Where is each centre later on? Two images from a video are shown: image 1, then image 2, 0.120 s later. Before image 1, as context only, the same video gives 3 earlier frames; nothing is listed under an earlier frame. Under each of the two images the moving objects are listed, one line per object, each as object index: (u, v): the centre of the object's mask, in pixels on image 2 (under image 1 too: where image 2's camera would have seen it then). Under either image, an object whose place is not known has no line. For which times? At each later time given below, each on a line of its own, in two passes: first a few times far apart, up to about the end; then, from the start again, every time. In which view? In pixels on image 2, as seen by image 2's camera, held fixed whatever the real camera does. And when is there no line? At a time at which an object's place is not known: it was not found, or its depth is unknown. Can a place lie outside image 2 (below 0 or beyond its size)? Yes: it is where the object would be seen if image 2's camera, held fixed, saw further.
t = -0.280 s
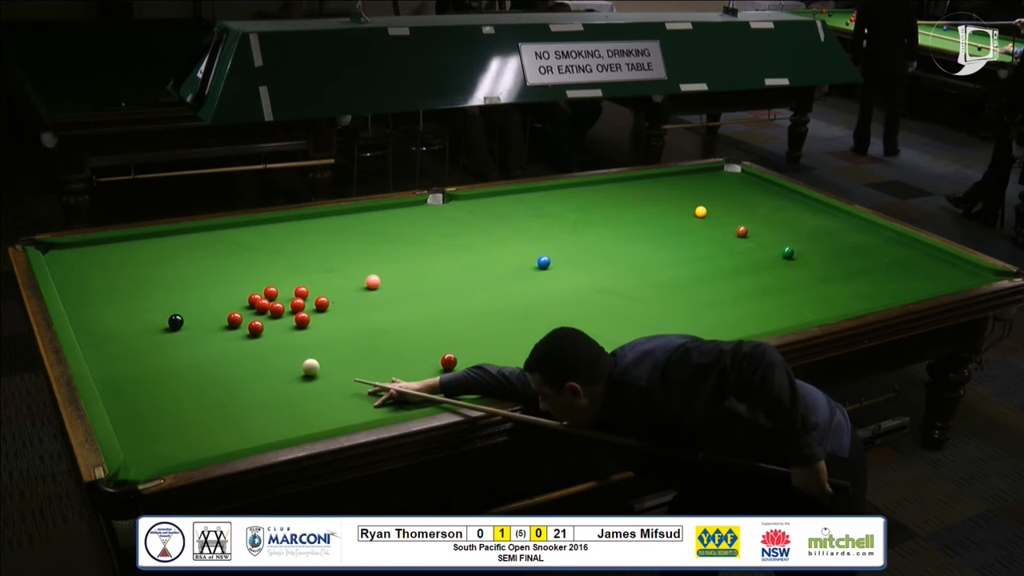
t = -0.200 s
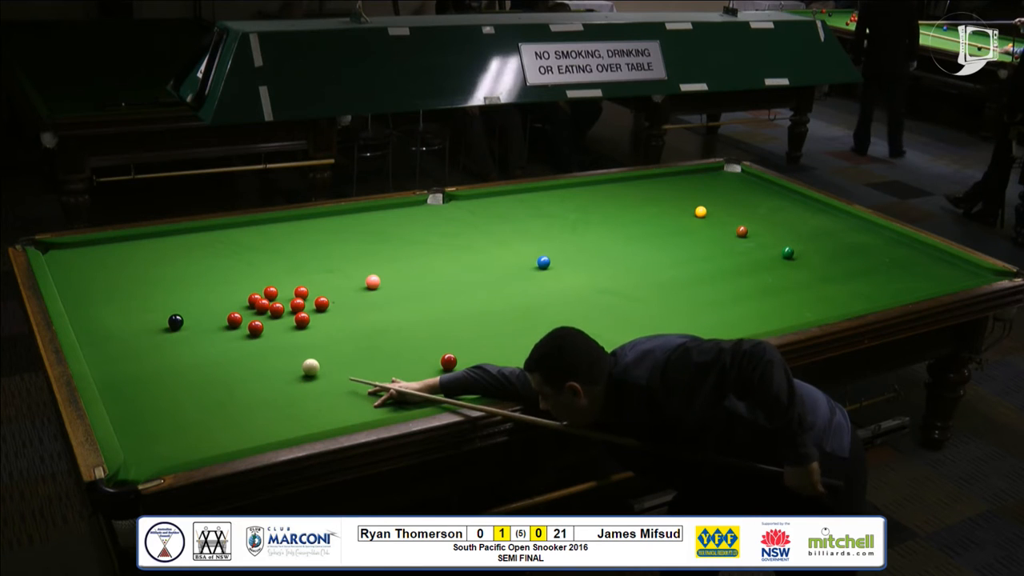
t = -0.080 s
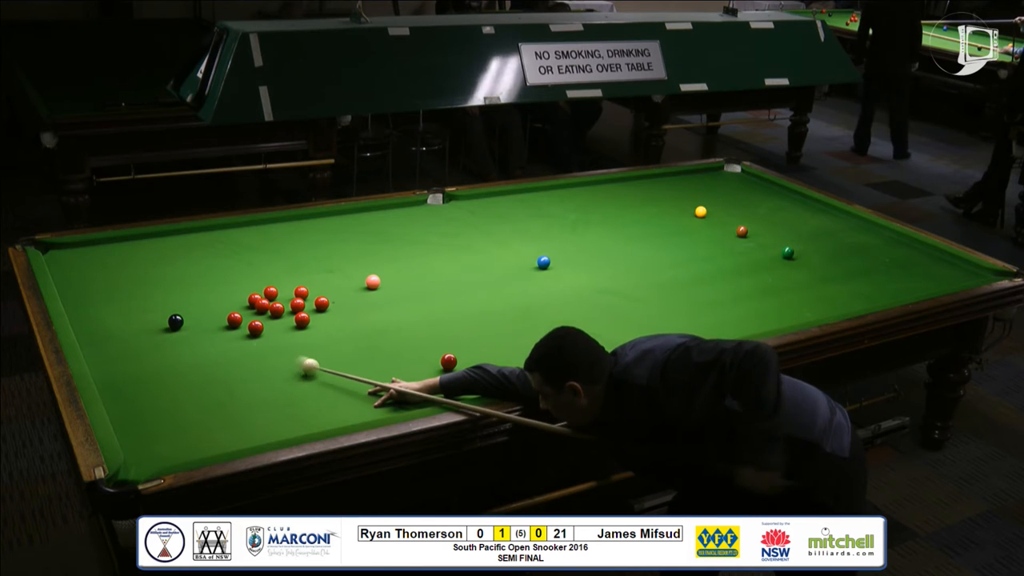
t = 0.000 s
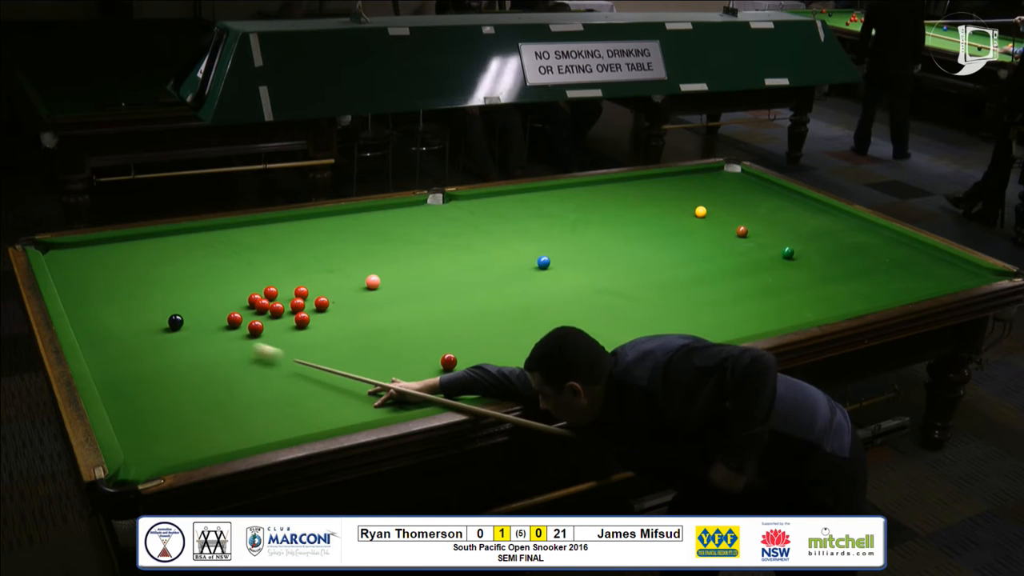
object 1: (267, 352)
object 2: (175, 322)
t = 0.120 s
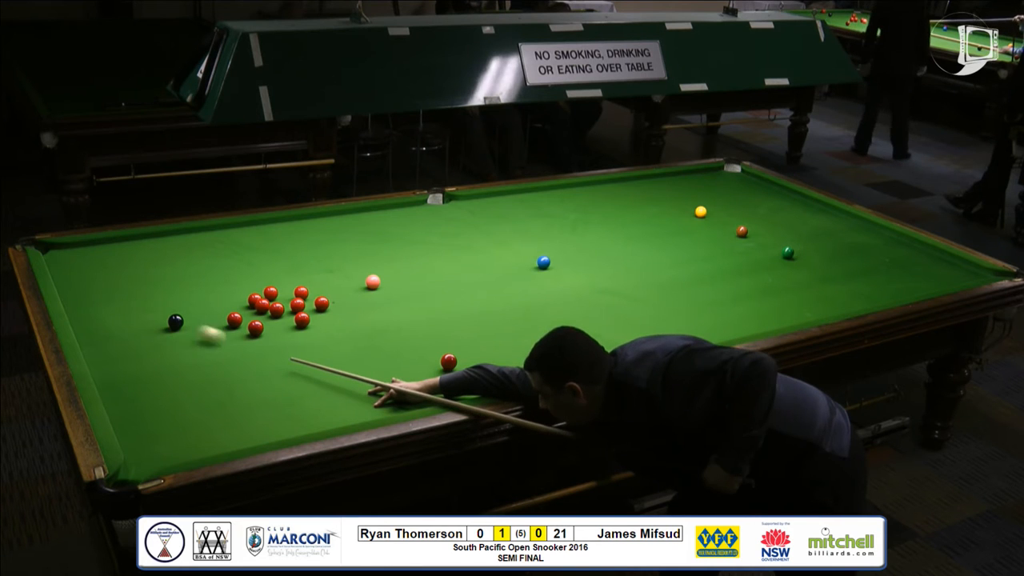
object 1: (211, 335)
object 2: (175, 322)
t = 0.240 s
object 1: (177, 328)
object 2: (161, 314)
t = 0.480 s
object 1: (136, 328)
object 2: (117, 288)
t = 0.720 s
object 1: (94, 326)
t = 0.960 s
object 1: (92, 320)
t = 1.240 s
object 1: (115, 311)
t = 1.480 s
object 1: (134, 304)
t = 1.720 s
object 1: (150, 298)
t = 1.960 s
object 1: (165, 293)
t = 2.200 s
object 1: (178, 288)
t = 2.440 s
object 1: (189, 284)
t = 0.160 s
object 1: (195, 329)
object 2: (175, 322)
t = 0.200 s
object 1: (183, 327)
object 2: (170, 318)
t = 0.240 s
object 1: (177, 328)
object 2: (161, 314)
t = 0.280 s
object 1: (171, 329)
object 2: (152, 308)
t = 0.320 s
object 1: (165, 329)
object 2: (144, 303)
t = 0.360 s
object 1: (157, 329)
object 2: (136, 299)
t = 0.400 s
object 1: (150, 328)
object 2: (129, 295)
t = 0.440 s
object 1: (143, 328)
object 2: (123, 292)
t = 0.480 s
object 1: (136, 328)
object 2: (117, 288)
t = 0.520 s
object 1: (129, 327)
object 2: (110, 285)
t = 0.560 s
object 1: (122, 327)
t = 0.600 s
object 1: (114, 327)
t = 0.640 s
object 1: (107, 327)
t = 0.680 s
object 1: (101, 326)
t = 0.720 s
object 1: (94, 326)
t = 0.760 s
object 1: (88, 326)
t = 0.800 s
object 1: (81, 325)
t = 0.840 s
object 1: (80, 325)
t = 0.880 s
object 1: (84, 323)
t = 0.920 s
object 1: (88, 322)
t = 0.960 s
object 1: (92, 320)
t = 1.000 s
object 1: (95, 319)
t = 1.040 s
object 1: (99, 317)
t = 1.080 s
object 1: (102, 316)
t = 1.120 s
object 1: (106, 315)
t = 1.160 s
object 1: (109, 314)
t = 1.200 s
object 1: (112, 313)
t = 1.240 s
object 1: (115, 311)
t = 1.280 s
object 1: (119, 310)
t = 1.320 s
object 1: (122, 309)
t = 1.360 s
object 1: (125, 308)
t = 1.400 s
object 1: (128, 307)
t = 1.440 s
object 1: (131, 306)
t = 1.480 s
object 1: (134, 304)
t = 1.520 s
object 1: (137, 303)
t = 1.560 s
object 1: (139, 302)
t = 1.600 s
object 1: (142, 301)
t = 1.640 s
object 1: (145, 300)
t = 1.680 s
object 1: (148, 299)
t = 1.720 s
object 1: (150, 298)
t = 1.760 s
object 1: (153, 297)
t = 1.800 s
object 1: (155, 296)
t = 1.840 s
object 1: (158, 295)
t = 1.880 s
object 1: (160, 295)
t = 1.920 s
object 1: (163, 294)
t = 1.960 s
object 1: (165, 293)
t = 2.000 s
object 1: (167, 292)
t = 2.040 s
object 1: (169, 291)
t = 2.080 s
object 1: (171, 290)
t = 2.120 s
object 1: (174, 289)
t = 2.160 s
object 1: (176, 289)
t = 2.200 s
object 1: (178, 288)
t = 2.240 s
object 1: (180, 287)
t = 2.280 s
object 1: (182, 286)
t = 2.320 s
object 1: (183, 286)
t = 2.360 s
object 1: (185, 285)
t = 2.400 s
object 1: (187, 284)
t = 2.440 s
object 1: (189, 284)
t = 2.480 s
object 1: (191, 283)
